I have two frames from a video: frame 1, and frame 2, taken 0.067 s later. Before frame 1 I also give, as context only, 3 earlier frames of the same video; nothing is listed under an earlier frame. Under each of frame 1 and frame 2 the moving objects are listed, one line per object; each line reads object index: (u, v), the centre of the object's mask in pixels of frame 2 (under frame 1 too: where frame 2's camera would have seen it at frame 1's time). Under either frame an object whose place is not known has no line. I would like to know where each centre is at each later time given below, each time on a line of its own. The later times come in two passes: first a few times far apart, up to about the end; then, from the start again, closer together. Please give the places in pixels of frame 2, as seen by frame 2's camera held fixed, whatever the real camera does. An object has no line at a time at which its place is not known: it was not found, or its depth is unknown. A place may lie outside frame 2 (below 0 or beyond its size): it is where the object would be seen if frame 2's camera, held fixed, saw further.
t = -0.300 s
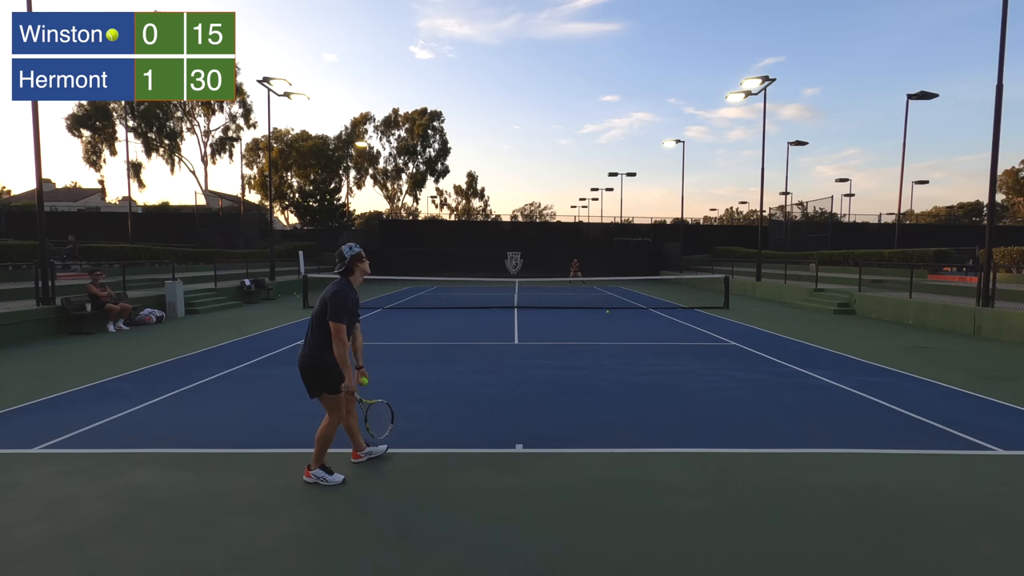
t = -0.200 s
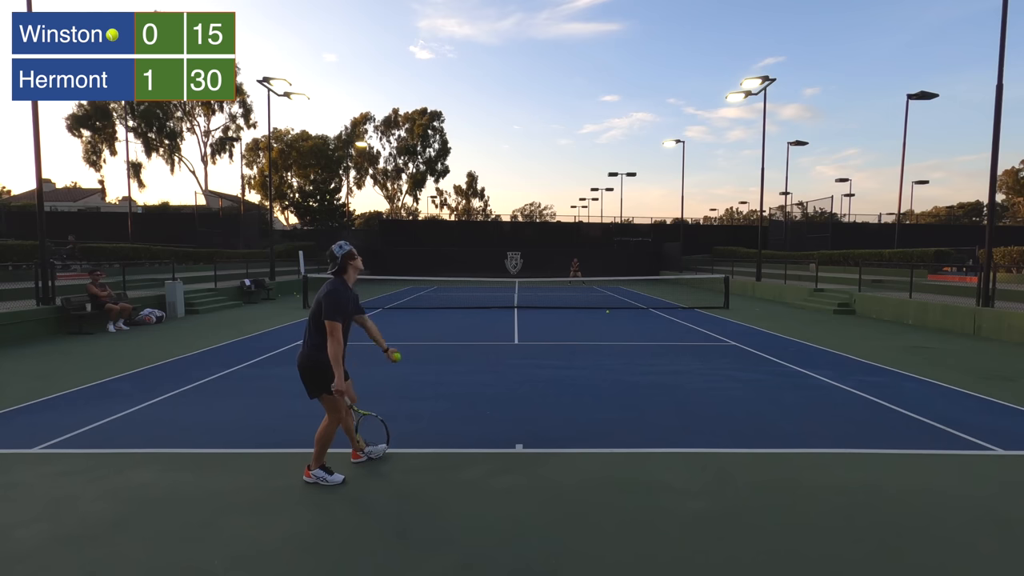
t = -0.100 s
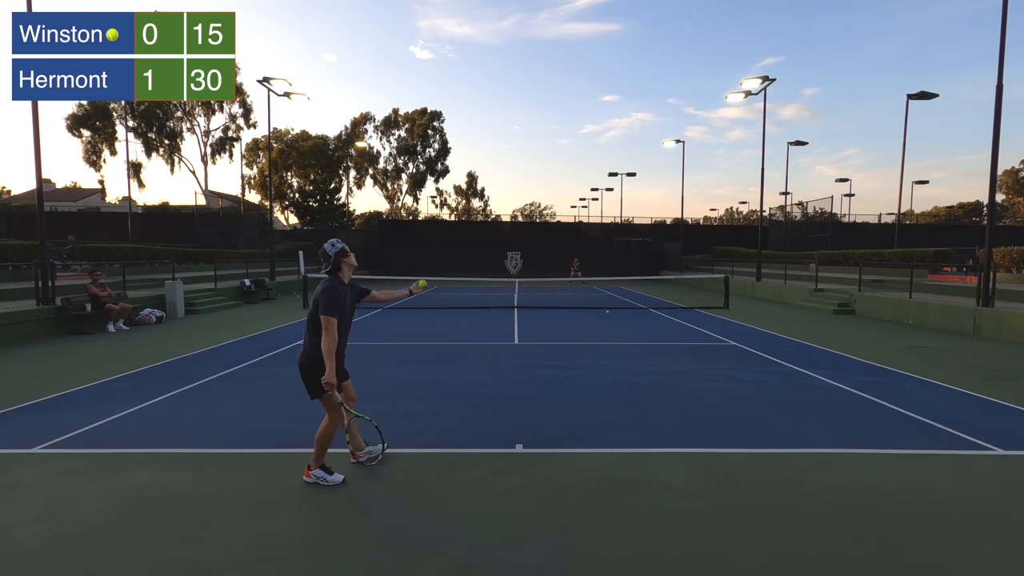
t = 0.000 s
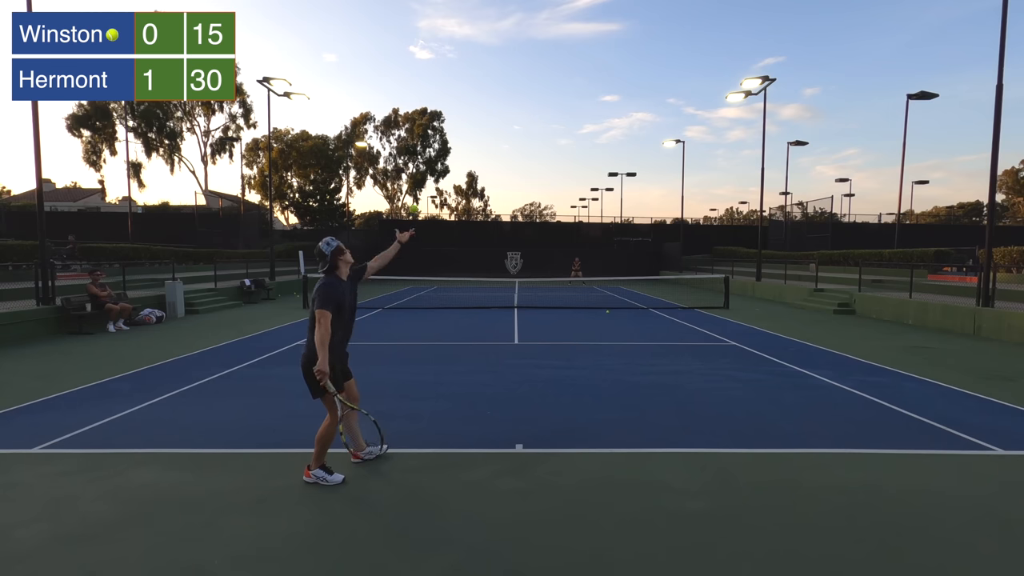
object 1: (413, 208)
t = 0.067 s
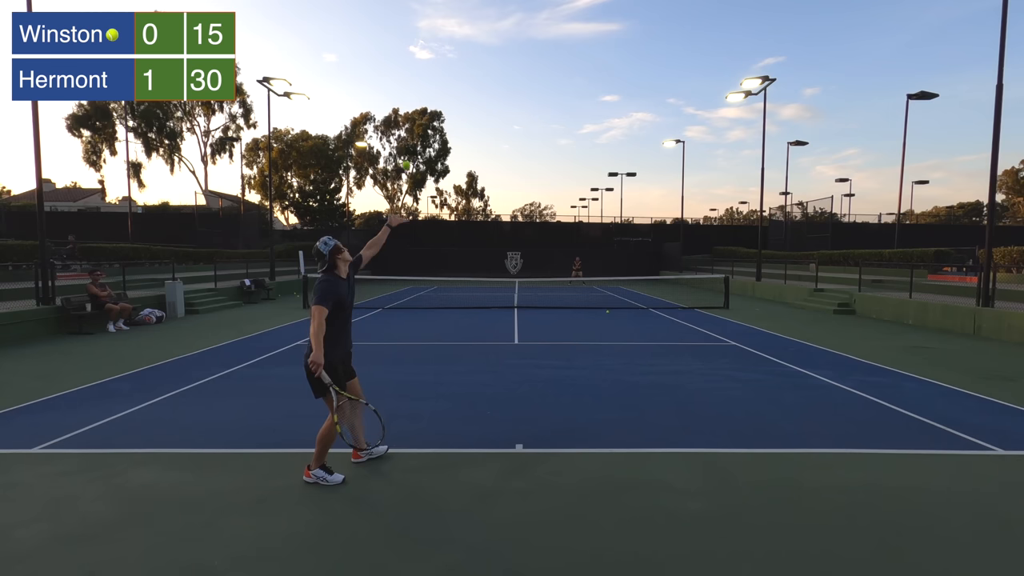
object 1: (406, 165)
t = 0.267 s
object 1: (386, 68)
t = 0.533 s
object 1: (362, 15)
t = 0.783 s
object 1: (341, 43)
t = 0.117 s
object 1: (401, 137)
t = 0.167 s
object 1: (396, 110)
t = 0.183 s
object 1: (394, 102)
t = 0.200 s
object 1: (392, 94)
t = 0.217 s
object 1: (391, 87)
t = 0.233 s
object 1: (389, 80)
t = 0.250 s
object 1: (388, 74)
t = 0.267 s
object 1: (386, 68)
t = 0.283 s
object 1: (384, 62)
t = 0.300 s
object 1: (383, 56)
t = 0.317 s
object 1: (381, 51)
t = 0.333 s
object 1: (380, 46)
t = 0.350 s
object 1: (378, 42)
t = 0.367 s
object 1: (376, 38)
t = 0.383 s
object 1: (375, 34)
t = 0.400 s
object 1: (374, 31)
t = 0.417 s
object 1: (372, 28)
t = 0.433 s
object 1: (370, 25)
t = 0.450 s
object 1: (369, 22)
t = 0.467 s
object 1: (368, 20)
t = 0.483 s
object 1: (366, 18)
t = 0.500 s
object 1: (365, 17)
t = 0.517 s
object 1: (363, 16)
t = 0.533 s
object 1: (362, 15)
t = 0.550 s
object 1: (360, 15)
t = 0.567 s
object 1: (359, 14)
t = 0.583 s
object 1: (357, 15)
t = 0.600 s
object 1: (356, 15)
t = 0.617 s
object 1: (355, 16)
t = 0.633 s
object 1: (353, 17)
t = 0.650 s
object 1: (352, 19)
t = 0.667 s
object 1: (350, 21)
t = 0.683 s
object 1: (349, 23)
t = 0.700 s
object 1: (348, 26)
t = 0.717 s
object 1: (346, 29)
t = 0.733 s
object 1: (345, 32)
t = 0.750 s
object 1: (344, 35)
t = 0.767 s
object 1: (342, 39)
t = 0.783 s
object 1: (341, 43)
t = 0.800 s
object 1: (340, 47)
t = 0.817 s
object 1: (339, 52)
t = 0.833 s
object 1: (337, 57)
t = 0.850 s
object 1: (336, 62)
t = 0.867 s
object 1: (335, 68)
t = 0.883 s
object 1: (334, 74)
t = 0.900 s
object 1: (332, 80)
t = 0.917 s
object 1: (331, 87)
